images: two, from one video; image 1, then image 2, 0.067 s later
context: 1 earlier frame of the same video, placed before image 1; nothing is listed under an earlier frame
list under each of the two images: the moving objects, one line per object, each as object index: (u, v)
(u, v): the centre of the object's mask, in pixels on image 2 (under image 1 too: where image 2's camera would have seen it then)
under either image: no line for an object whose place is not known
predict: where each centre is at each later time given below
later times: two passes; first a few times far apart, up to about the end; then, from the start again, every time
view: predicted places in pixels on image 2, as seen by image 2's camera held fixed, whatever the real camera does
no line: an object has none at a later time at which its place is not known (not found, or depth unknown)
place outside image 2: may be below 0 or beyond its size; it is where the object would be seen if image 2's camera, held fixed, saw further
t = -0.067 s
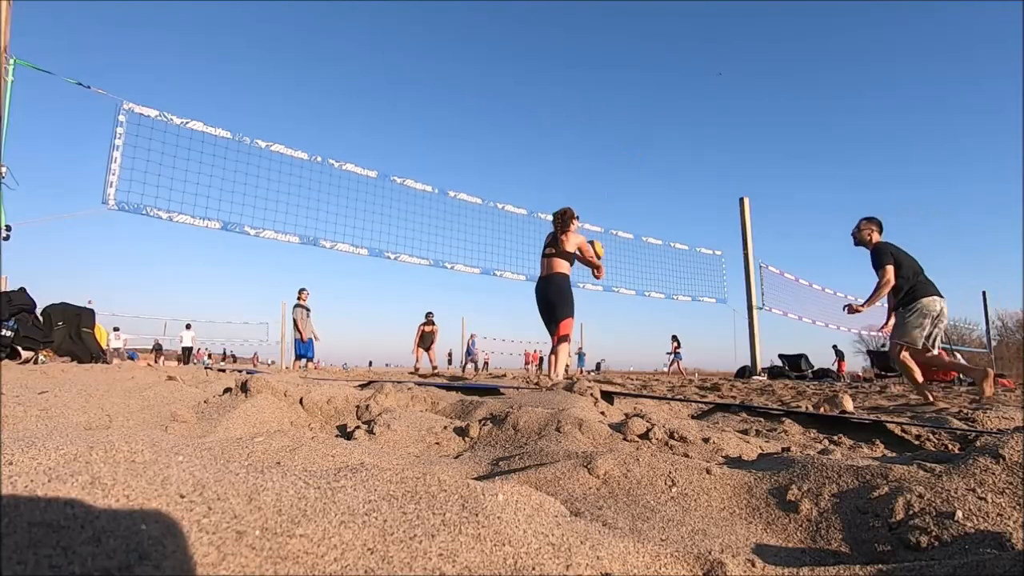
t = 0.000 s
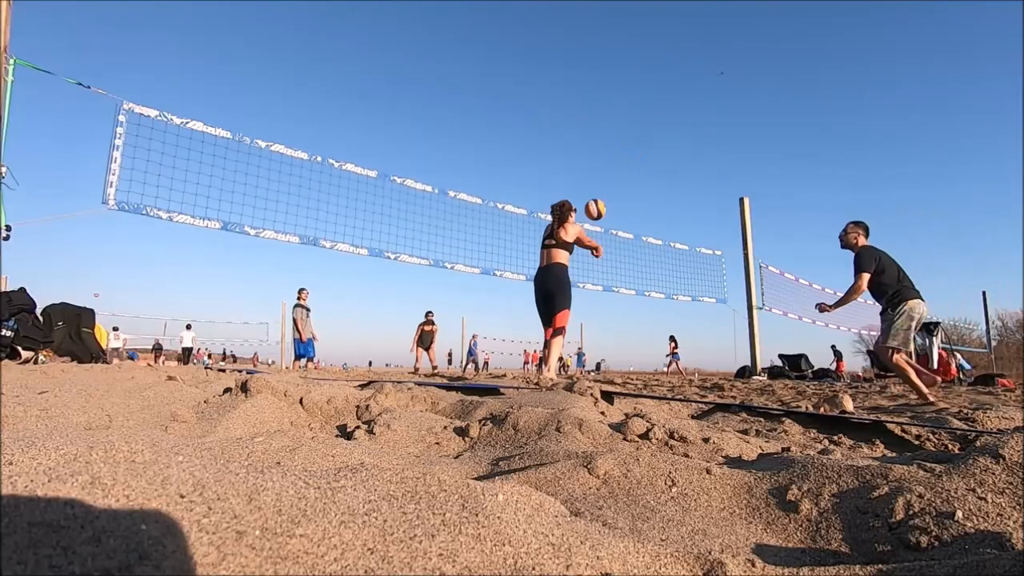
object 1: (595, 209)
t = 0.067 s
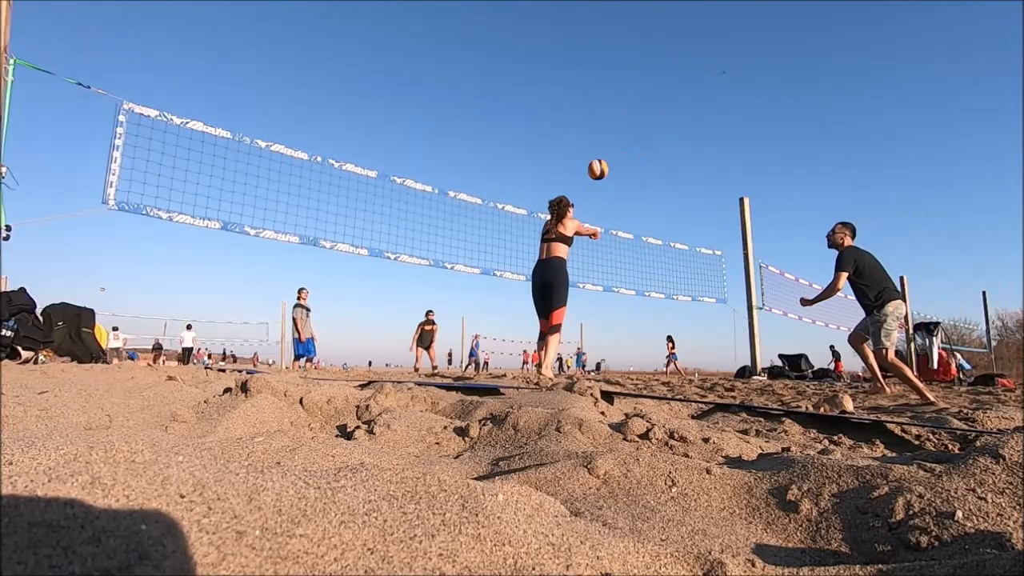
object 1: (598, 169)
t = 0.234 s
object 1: (604, 98)
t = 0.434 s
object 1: (611, 56)
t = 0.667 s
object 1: (616, 51)
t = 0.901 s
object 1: (621, 82)
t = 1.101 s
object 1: (625, 132)
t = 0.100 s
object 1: (599, 151)
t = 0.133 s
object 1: (600, 136)
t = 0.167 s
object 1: (602, 122)
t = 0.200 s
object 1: (603, 109)
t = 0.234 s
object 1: (604, 98)
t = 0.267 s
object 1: (605, 88)
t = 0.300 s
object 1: (607, 80)
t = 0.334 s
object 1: (608, 72)
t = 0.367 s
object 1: (609, 66)
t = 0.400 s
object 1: (610, 60)
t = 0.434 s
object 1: (611, 56)
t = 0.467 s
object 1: (611, 53)
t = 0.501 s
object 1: (612, 50)
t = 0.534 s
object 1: (613, 49)
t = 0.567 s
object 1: (614, 48)
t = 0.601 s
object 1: (615, 48)
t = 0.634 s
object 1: (616, 49)
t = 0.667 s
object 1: (616, 51)
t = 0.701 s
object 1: (617, 53)
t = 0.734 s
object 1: (618, 56)
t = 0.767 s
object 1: (618, 59)
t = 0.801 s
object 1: (619, 64)
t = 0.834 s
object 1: (619, 69)
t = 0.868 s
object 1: (620, 75)
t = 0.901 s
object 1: (621, 82)
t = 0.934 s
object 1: (622, 88)
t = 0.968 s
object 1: (622, 97)
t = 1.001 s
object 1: (623, 105)
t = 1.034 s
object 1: (623, 113)
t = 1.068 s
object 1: (624, 123)
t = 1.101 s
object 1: (625, 132)
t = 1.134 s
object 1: (625, 143)
